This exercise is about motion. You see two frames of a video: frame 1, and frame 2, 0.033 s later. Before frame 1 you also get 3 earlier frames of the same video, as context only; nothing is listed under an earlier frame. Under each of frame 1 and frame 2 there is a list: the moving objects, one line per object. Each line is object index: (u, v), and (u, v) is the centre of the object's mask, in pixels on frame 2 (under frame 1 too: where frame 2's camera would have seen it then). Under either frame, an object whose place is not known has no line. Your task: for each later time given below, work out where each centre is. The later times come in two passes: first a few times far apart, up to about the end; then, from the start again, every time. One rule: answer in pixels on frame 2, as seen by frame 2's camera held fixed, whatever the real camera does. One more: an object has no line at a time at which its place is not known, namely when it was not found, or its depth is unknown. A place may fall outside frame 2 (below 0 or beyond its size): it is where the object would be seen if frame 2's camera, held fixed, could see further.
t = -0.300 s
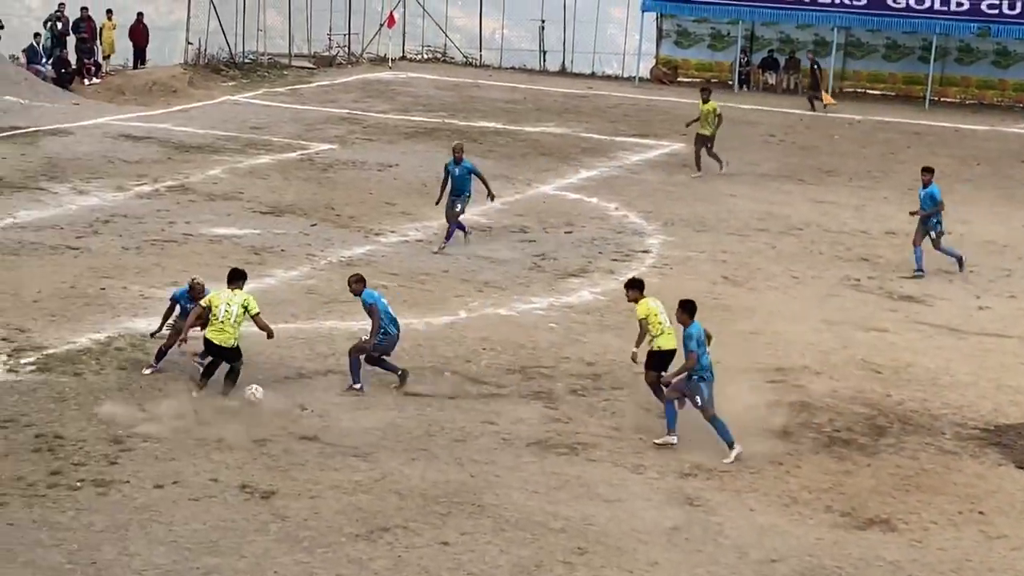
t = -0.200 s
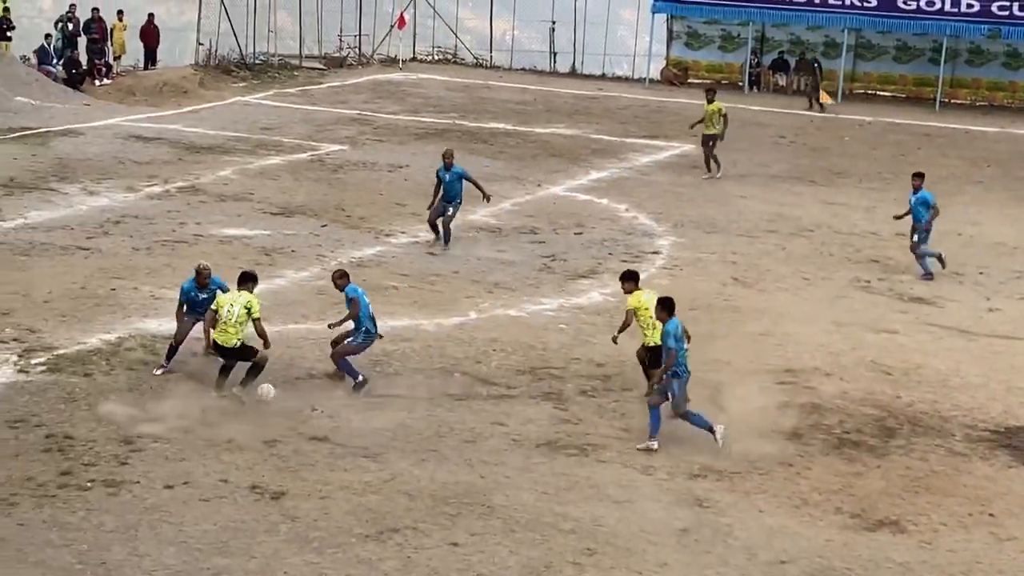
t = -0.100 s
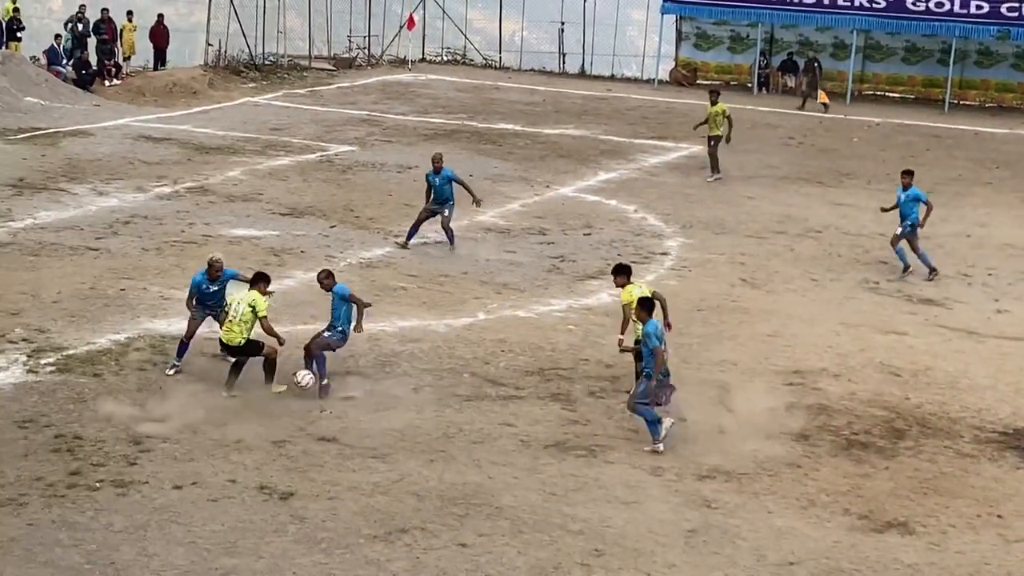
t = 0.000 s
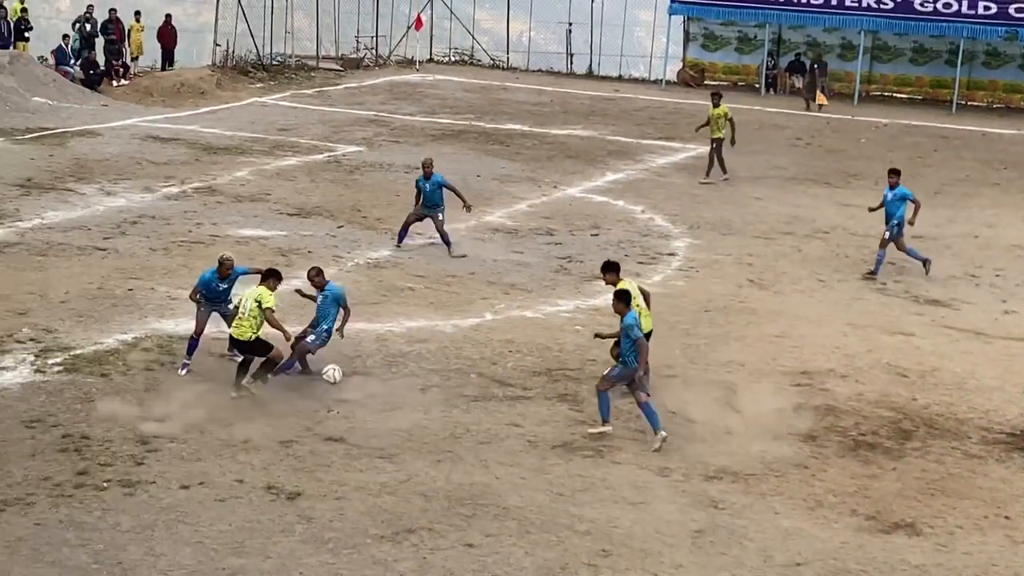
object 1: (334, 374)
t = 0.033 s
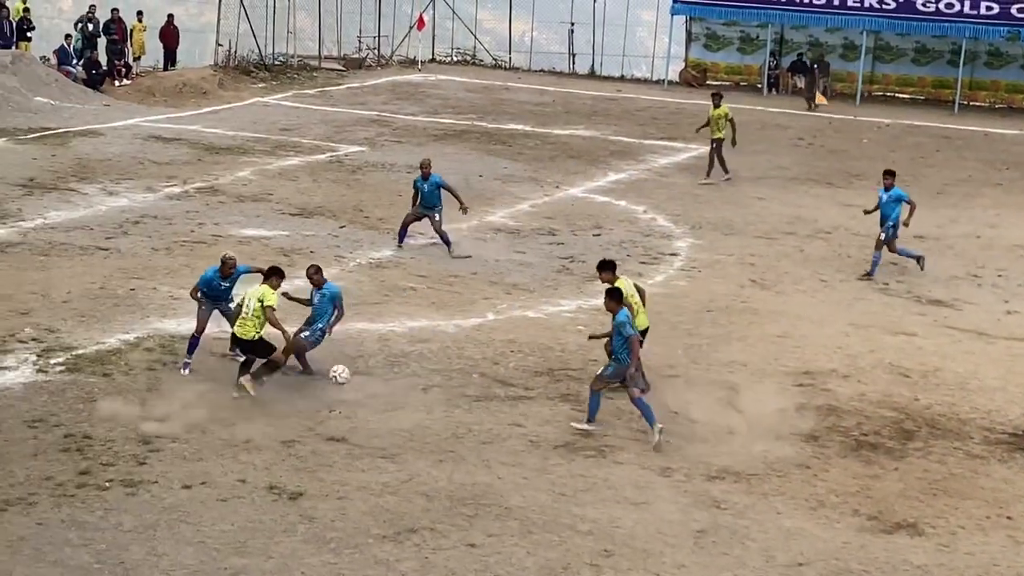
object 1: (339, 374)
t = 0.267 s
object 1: (377, 407)
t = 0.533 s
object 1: (416, 447)
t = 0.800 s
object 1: (442, 461)
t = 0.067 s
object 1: (344, 376)
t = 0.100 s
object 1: (350, 379)
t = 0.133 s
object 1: (356, 382)
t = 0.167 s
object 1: (361, 387)
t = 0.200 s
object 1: (367, 393)
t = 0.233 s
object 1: (372, 399)
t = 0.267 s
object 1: (377, 407)
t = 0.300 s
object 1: (383, 417)
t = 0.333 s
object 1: (389, 426)
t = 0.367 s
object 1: (394, 437)
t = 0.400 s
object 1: (399, 438)
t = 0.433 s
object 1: (403, 439)
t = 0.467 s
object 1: (408, 441)
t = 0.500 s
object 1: (412, 445)
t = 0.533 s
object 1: (416, 447)
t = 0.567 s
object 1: (419, 449)
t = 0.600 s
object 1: (424, 451)
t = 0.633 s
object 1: (427, 452)
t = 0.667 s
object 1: (430, 455)
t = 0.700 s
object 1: (433, 457)
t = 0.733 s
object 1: (436, 459)
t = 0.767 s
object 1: (439, 459)
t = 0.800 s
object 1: (442, 461)
